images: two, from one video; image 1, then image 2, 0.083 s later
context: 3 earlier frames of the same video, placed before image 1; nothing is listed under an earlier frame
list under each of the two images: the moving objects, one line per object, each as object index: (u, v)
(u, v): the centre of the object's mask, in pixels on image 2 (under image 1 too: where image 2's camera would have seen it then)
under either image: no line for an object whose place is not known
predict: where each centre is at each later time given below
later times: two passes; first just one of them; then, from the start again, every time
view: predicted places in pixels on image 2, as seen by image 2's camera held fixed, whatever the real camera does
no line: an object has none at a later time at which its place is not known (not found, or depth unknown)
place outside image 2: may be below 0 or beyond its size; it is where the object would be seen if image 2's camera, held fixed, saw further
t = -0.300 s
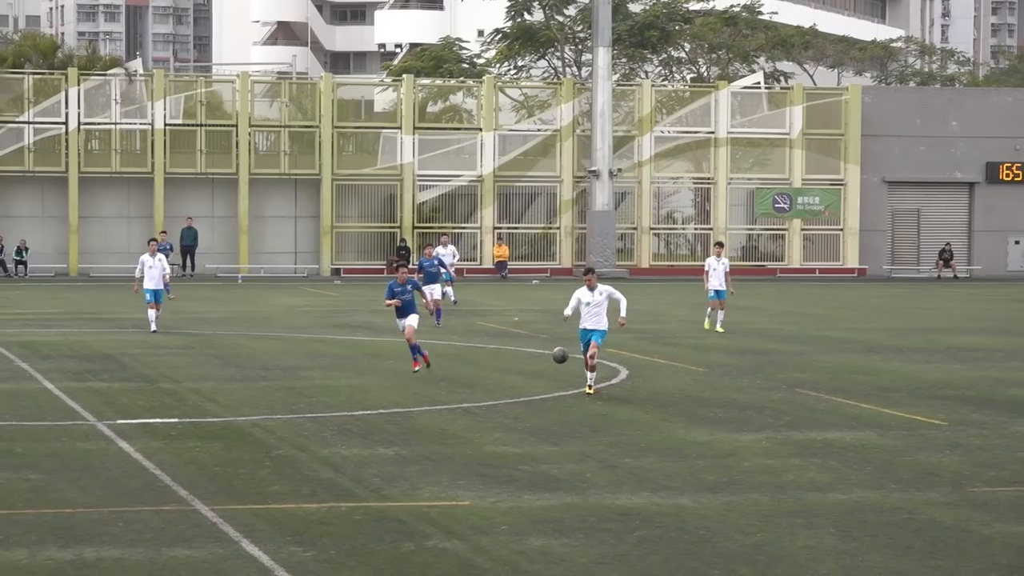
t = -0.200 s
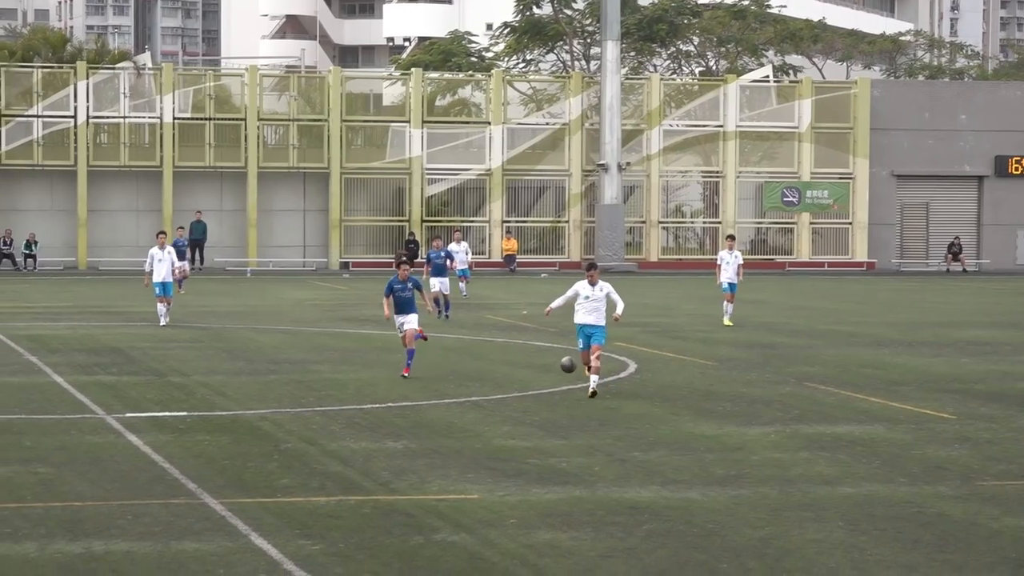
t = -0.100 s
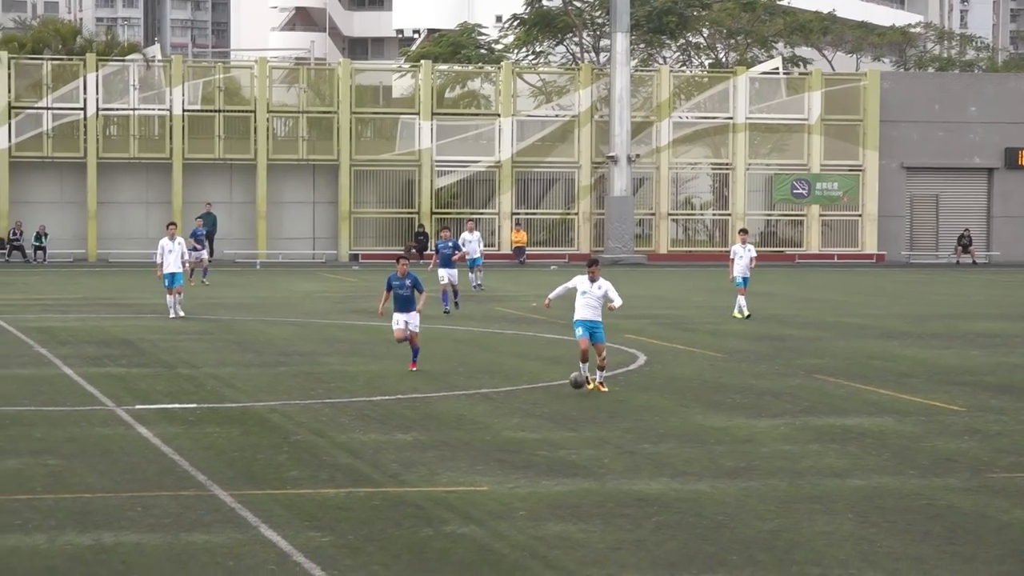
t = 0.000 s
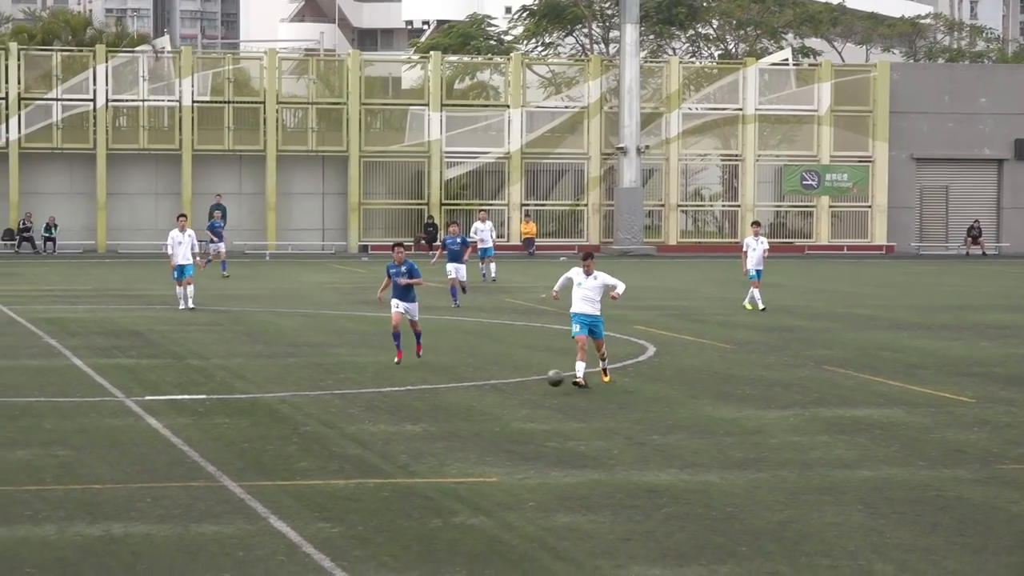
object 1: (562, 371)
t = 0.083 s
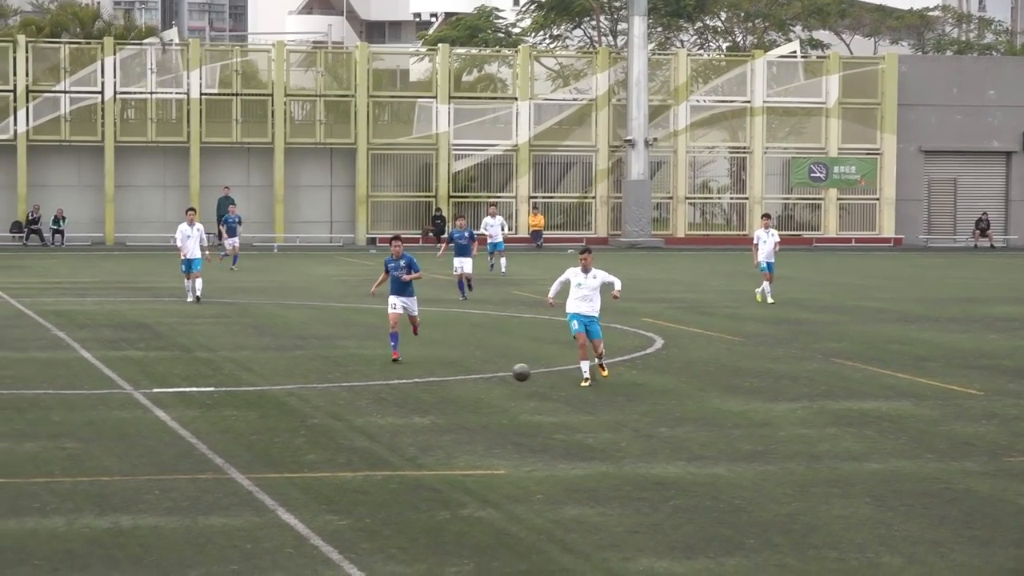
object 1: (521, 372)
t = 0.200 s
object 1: (457, 385)
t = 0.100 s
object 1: (512, 373)
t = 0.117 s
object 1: (504, 374)
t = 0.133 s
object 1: (495, 376)
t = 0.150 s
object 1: (486, 378)
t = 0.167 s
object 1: (476, 380)
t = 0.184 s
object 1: (467, 383)
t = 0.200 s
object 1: (457, 385)
